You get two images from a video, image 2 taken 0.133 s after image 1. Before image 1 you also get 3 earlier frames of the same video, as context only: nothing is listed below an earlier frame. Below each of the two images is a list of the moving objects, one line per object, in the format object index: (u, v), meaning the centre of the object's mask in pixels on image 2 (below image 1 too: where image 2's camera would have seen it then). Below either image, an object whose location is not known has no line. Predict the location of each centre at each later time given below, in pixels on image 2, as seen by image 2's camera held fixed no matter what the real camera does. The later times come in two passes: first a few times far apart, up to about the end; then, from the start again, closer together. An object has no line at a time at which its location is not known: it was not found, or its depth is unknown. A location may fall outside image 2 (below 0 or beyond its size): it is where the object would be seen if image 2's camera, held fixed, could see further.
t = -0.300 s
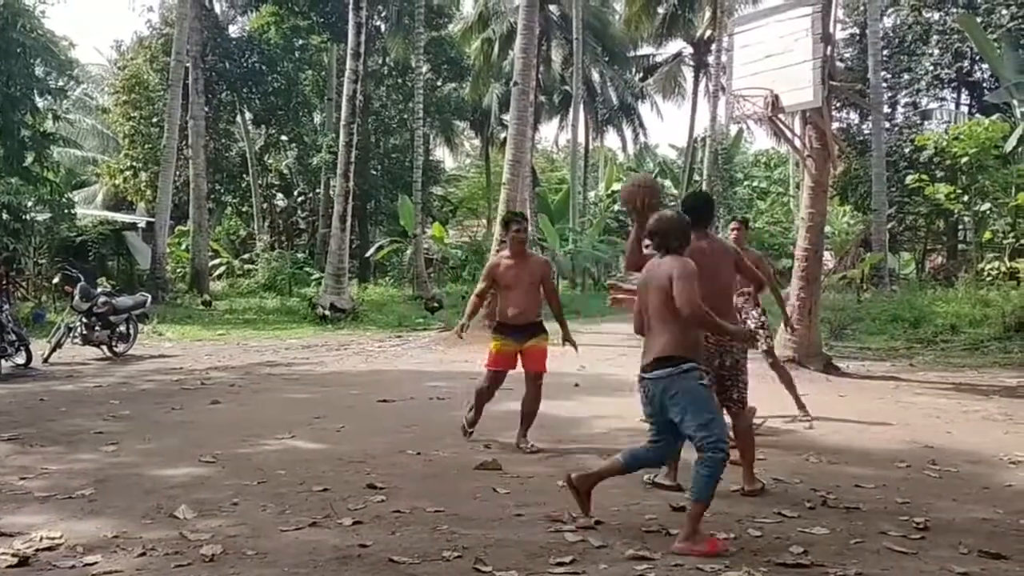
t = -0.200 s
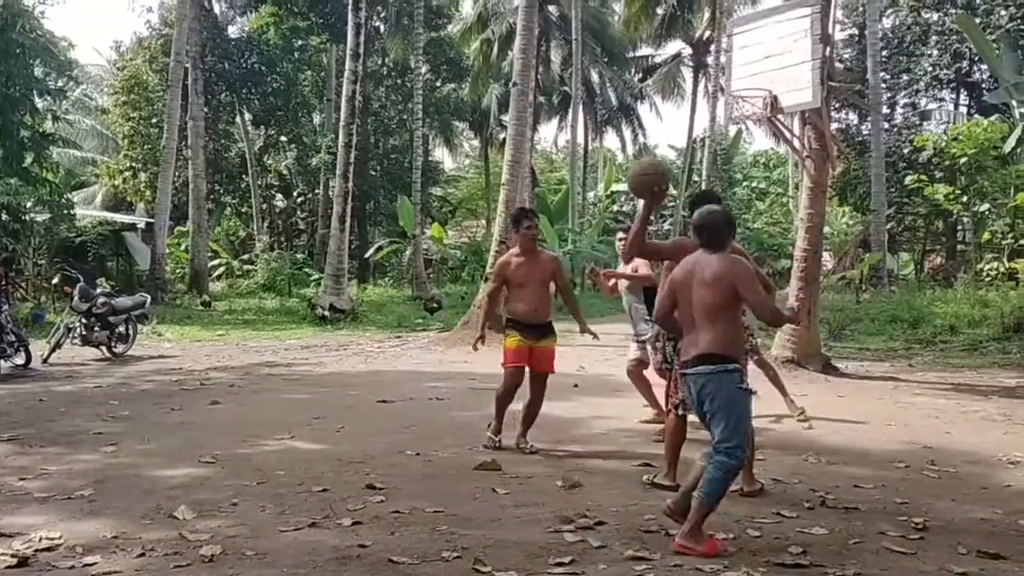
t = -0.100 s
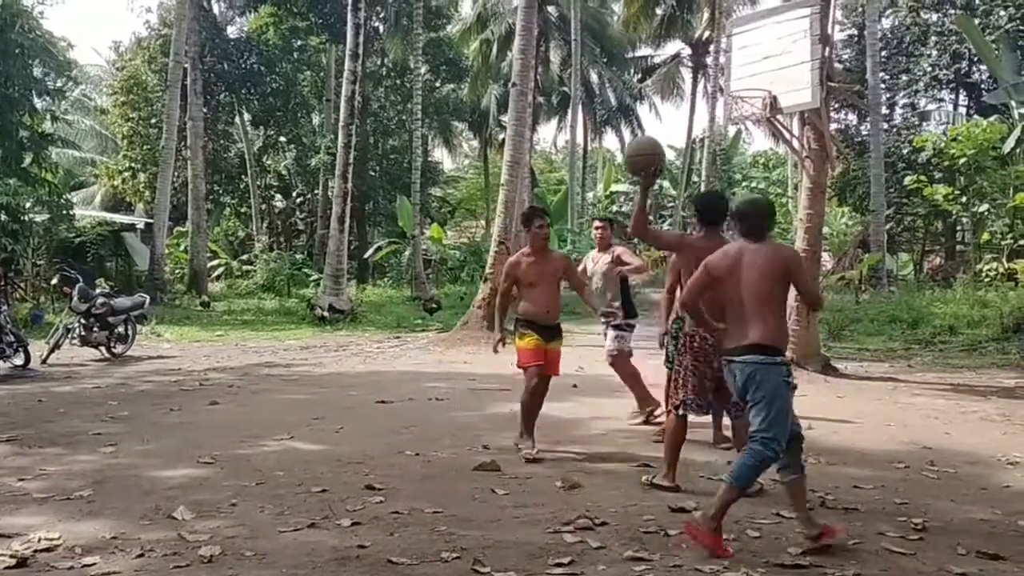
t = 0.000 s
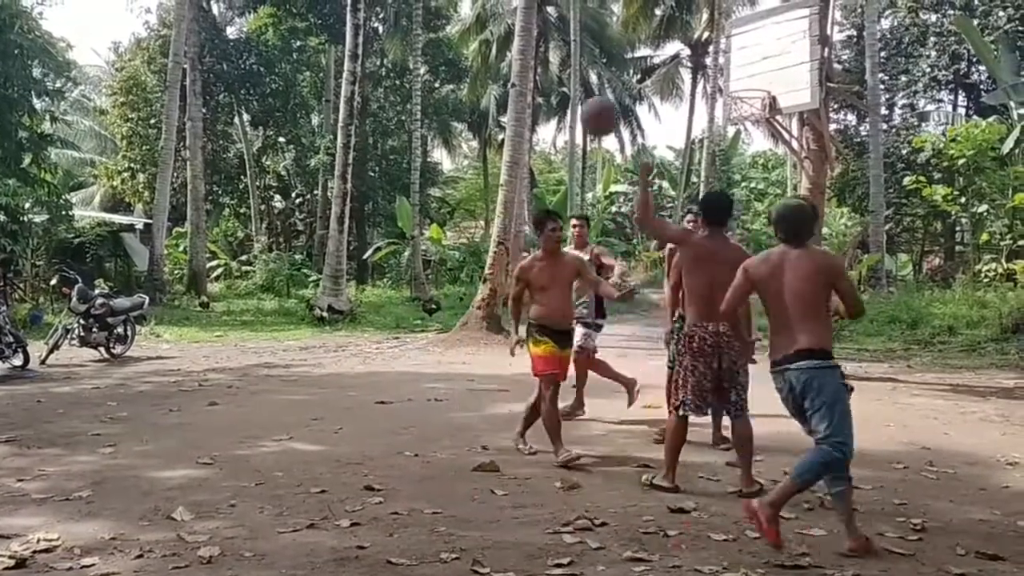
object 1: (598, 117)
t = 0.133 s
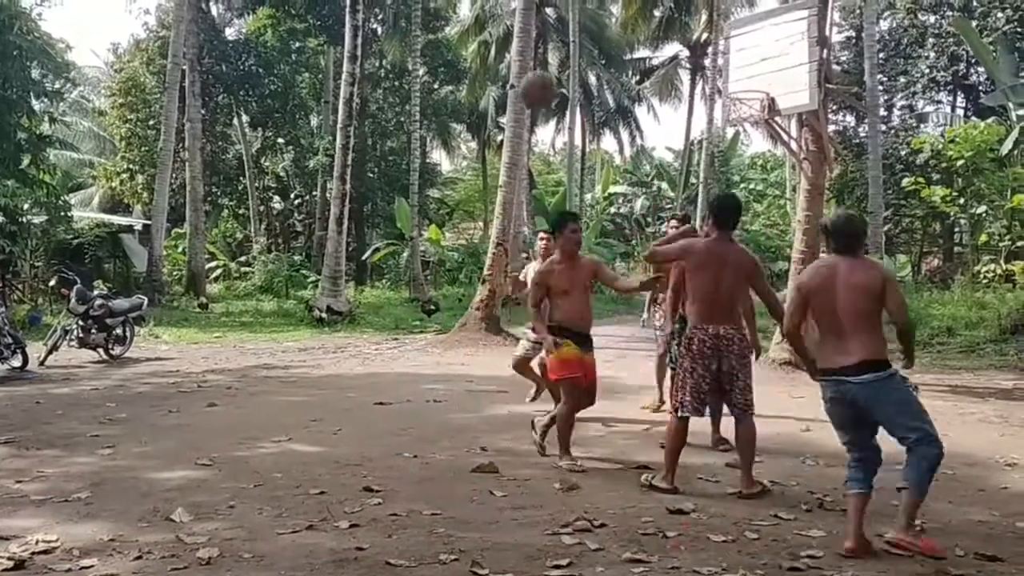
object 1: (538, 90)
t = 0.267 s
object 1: (483, 94)
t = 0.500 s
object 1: (405, 153)
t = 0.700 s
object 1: (351, 250)
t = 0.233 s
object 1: (496, 90)
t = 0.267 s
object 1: (483, 94)
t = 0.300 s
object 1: (473, 97)
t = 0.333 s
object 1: (460, 103)
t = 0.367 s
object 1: (448, 110)
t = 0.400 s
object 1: (437, 118)
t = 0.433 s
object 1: (426, 129)
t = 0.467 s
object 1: (416, 140)
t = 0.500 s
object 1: (405, 153)
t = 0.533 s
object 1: (396, 164)
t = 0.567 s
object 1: (386, 181)
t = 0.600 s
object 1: (376, 196)
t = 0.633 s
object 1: (368, 213)
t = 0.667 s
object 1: (361, 229)
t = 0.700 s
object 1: (351, 250)
